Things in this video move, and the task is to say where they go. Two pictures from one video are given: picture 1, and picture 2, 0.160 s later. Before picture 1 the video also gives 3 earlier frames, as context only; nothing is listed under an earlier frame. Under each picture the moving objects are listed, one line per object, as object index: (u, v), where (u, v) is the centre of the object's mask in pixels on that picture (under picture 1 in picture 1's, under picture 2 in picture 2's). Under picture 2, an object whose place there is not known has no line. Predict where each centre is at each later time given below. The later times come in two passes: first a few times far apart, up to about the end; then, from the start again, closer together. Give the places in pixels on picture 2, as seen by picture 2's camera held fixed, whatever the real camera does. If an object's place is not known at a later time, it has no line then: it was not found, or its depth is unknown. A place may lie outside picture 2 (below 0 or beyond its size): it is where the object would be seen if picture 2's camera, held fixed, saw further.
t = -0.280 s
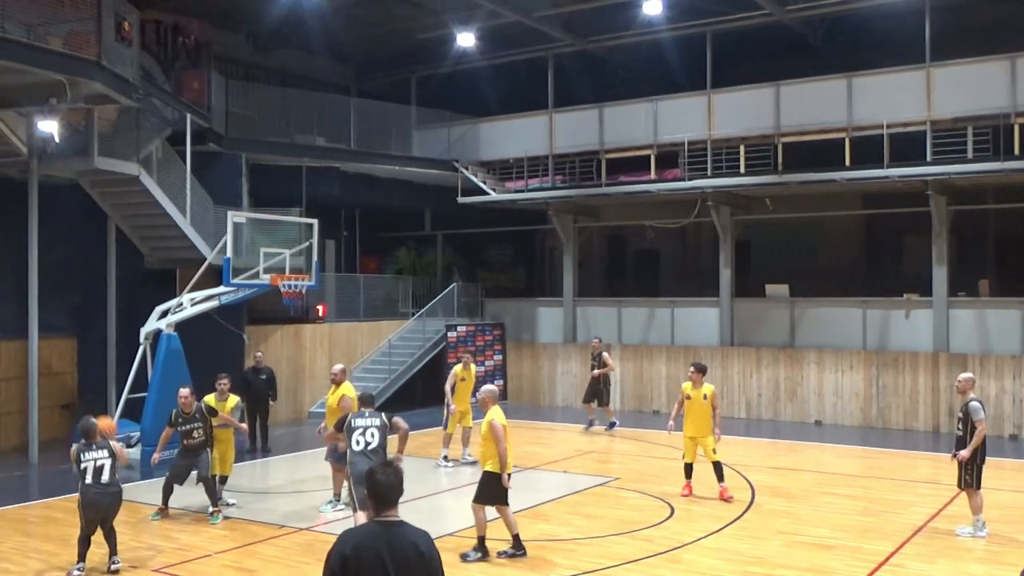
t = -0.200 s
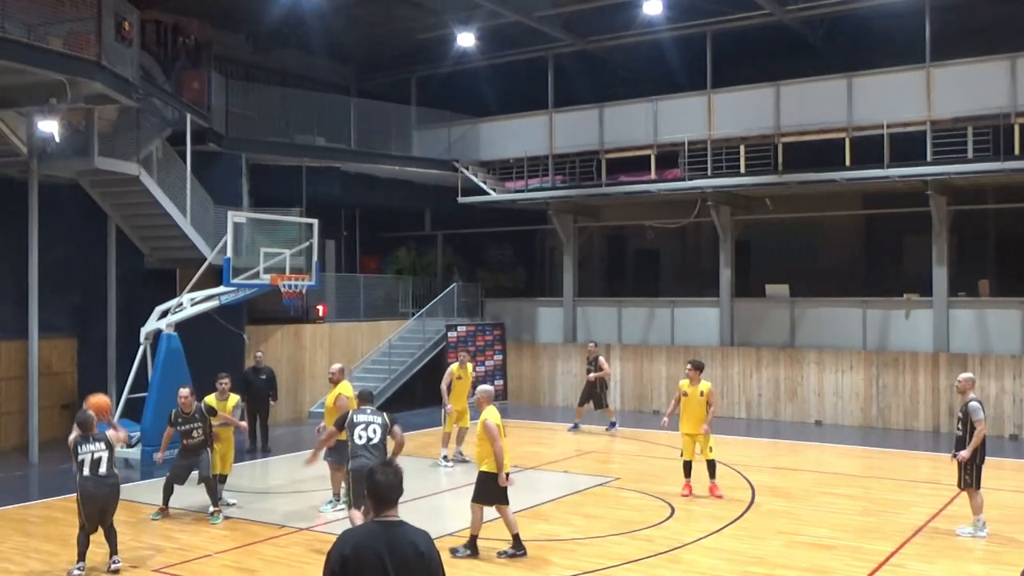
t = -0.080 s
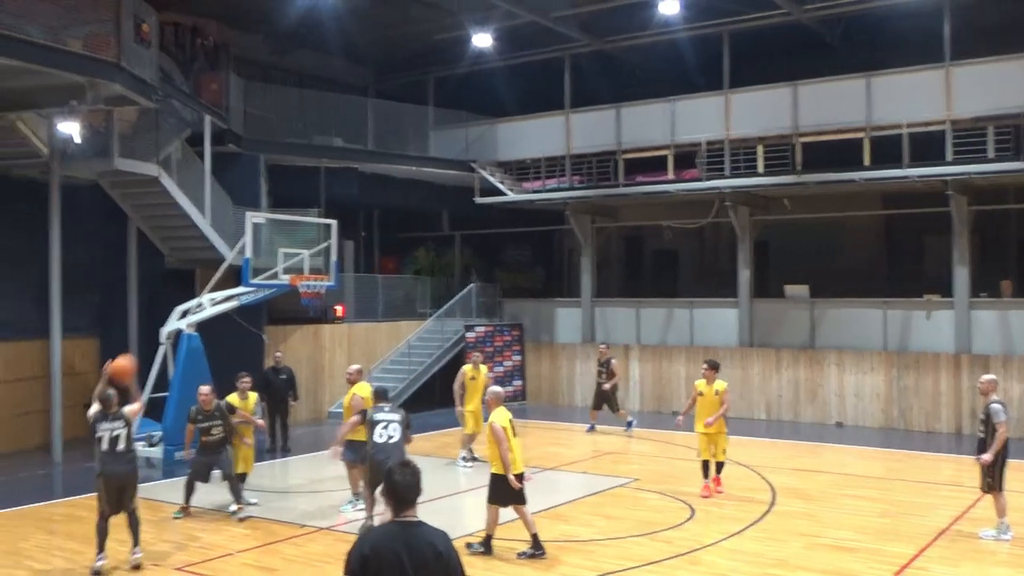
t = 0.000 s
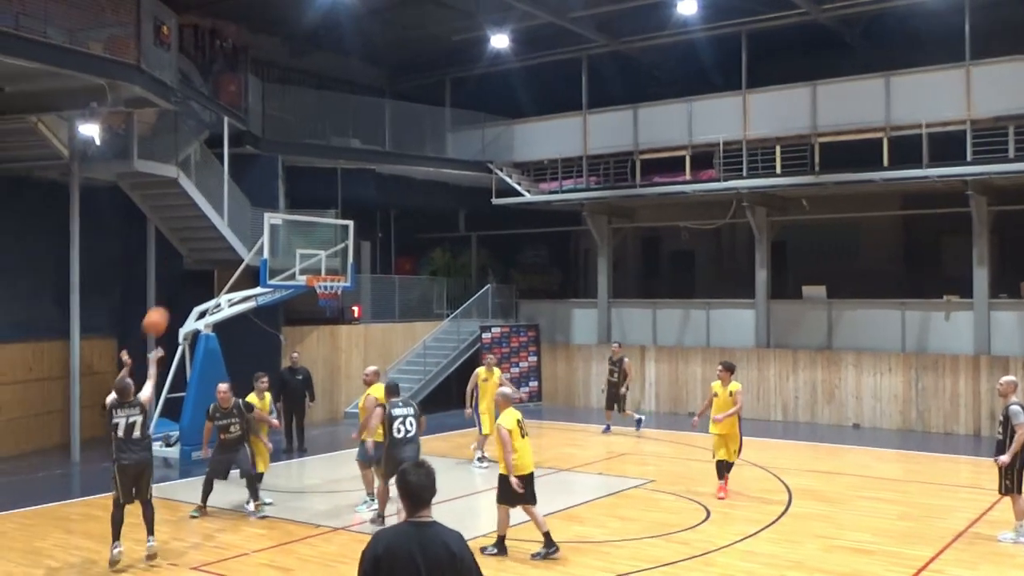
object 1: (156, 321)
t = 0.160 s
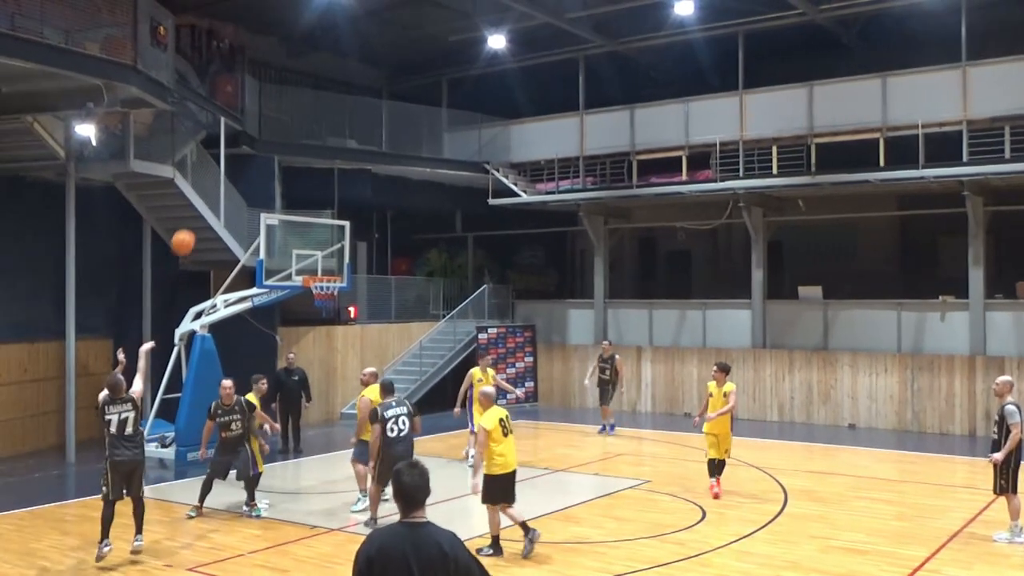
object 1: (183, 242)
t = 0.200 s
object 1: (190, 227)
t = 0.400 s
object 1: (224, 175)
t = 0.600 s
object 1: (254, 161)
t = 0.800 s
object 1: (280, 175)
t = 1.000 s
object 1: (303, 212)
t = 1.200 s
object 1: (324, 271)
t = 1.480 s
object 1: (342, 332)
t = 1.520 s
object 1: (346, 342)
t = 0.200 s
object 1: (190, 227)
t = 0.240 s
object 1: (197, 214)
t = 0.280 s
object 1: (205, 200)
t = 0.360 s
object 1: (218, 182)
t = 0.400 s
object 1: (224, 175)
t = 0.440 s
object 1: (231, 170)
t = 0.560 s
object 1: (248, 161)
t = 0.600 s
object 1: (254, 161)
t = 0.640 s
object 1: (259, 161)
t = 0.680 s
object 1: (265, 163)
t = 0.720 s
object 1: (270, 165)
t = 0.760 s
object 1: (275, 169)
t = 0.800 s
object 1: (280, 175)
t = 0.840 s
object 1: (285, 180)
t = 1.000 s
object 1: (303, 212)
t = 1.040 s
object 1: (307, 224)
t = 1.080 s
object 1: (311, 234)
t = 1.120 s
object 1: (315, 246)
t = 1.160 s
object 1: (319, 261)
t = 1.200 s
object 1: (324, 271)
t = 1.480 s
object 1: (342, 332)
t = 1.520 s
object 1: (346, 342)
